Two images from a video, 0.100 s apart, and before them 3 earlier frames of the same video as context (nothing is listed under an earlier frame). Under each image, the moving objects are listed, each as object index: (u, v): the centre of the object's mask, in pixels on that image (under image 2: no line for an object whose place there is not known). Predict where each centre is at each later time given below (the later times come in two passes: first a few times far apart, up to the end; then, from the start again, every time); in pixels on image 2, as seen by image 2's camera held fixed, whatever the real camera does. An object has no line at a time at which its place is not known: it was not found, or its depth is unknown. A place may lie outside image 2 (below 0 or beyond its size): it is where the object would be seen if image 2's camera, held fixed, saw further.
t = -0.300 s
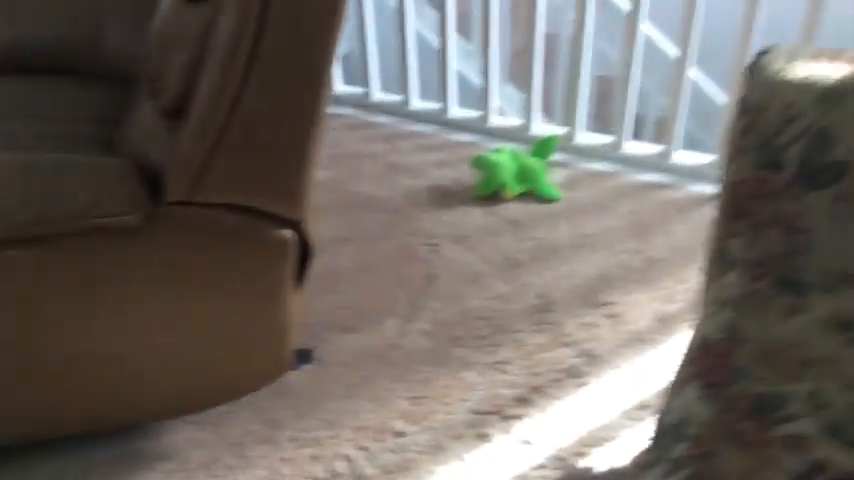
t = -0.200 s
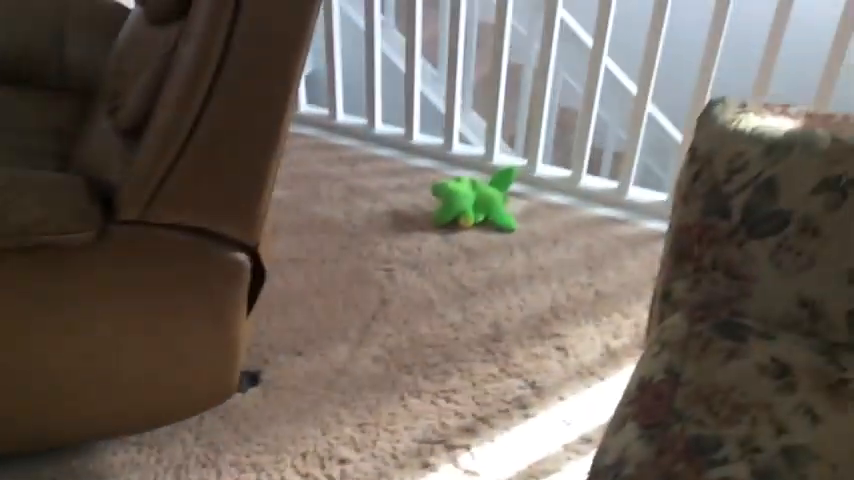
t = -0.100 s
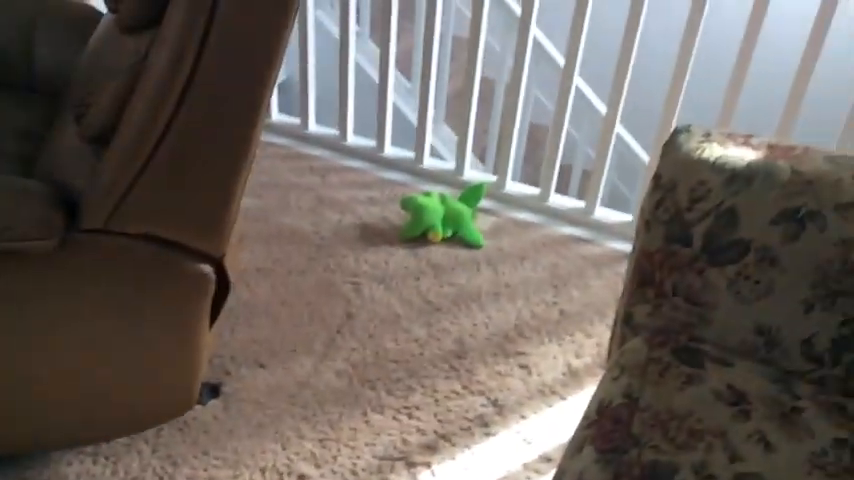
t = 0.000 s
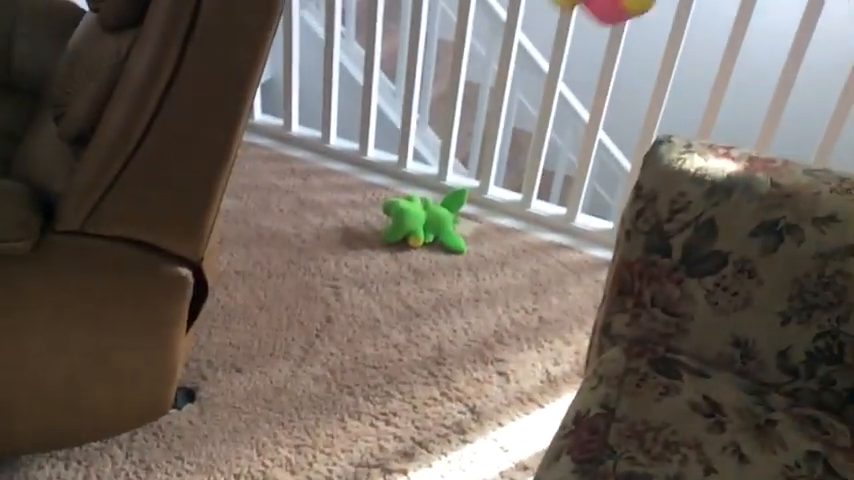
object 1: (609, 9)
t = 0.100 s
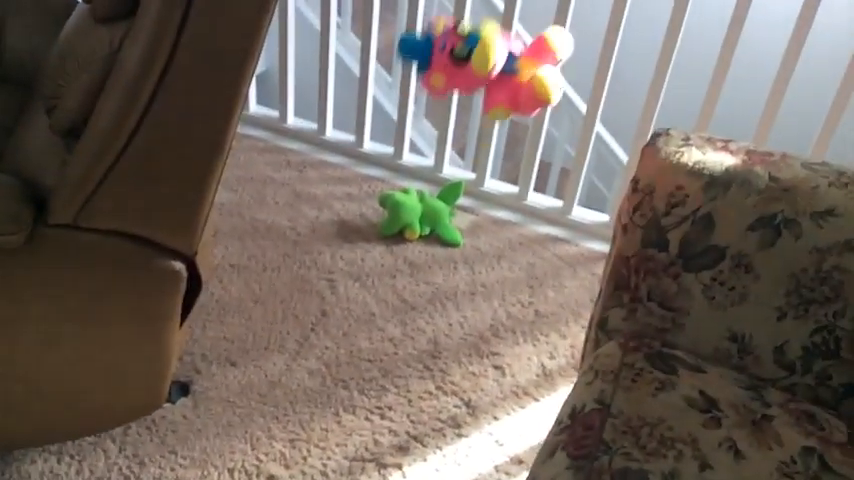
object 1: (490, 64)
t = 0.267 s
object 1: (401, 266)
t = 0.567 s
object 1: (459, 181)
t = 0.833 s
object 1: (488, 176)
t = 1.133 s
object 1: (483, 210)
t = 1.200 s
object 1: (483, 209)
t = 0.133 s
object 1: (467, 108)
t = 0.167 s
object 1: (445, 151)
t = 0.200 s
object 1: (427, 193)
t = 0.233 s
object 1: (413, 230)
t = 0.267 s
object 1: (401, 266)
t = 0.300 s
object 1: (390, 301)
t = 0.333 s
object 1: (395, 293)
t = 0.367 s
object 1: (408, 260)
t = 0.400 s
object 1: (420, 240)
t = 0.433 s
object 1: (428, 220)
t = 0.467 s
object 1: (437, 202)
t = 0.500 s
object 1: (447, 191)
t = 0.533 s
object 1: (453, 183)
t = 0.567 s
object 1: (459, 181)
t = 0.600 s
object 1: (463, 186)
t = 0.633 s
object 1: (471, 191)
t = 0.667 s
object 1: (475, 196)
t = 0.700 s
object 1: (479, 199)
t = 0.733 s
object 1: (486, 186)
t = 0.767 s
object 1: (490, 178)
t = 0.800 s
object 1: (489, 176)
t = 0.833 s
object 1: (488, 176)
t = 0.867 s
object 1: (486, 181)
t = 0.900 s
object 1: (482, 186)
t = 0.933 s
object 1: (483, 193)
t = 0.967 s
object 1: (482, 202)
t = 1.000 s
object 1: (480, 208)
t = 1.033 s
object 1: (480, 207)
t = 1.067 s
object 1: (482, 208)
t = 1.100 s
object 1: (483, 209)
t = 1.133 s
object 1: (483, 210)
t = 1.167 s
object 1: (483, 209)
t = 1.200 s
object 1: (483, 209)
